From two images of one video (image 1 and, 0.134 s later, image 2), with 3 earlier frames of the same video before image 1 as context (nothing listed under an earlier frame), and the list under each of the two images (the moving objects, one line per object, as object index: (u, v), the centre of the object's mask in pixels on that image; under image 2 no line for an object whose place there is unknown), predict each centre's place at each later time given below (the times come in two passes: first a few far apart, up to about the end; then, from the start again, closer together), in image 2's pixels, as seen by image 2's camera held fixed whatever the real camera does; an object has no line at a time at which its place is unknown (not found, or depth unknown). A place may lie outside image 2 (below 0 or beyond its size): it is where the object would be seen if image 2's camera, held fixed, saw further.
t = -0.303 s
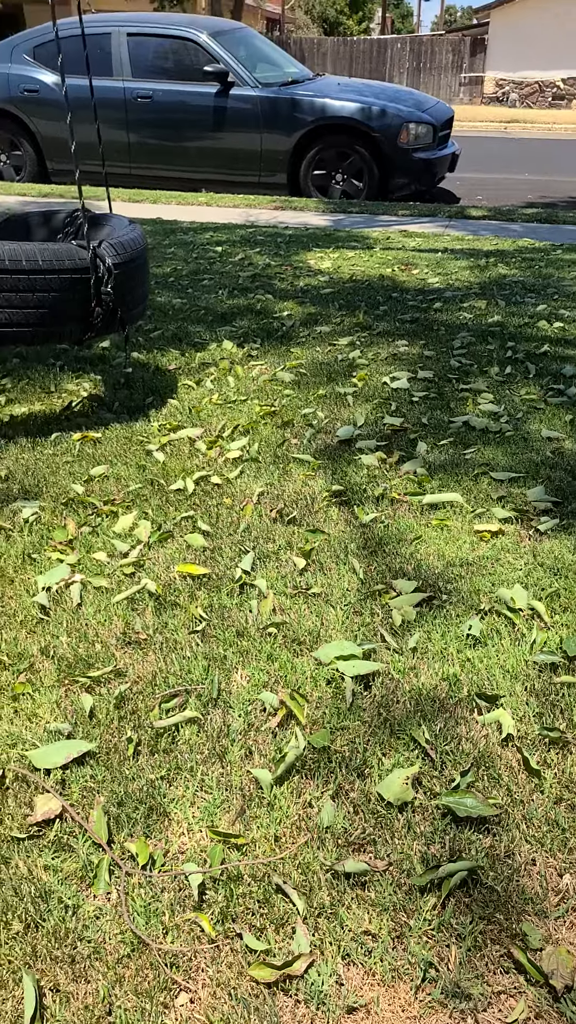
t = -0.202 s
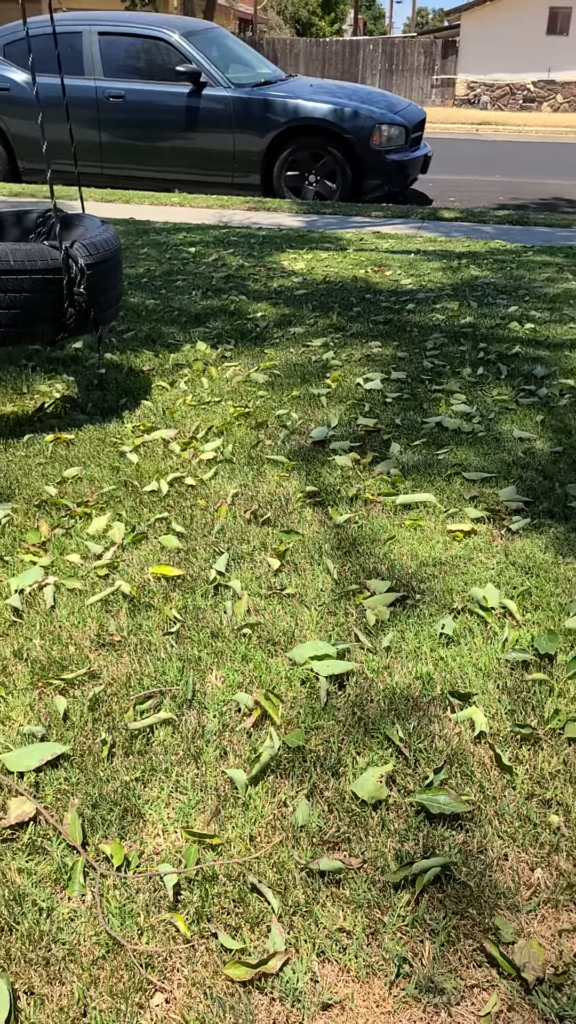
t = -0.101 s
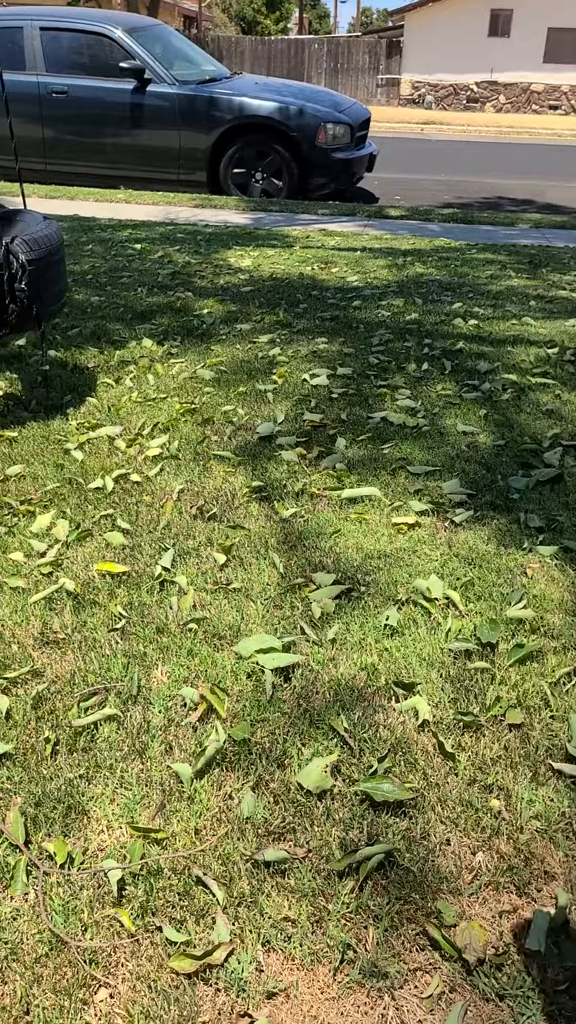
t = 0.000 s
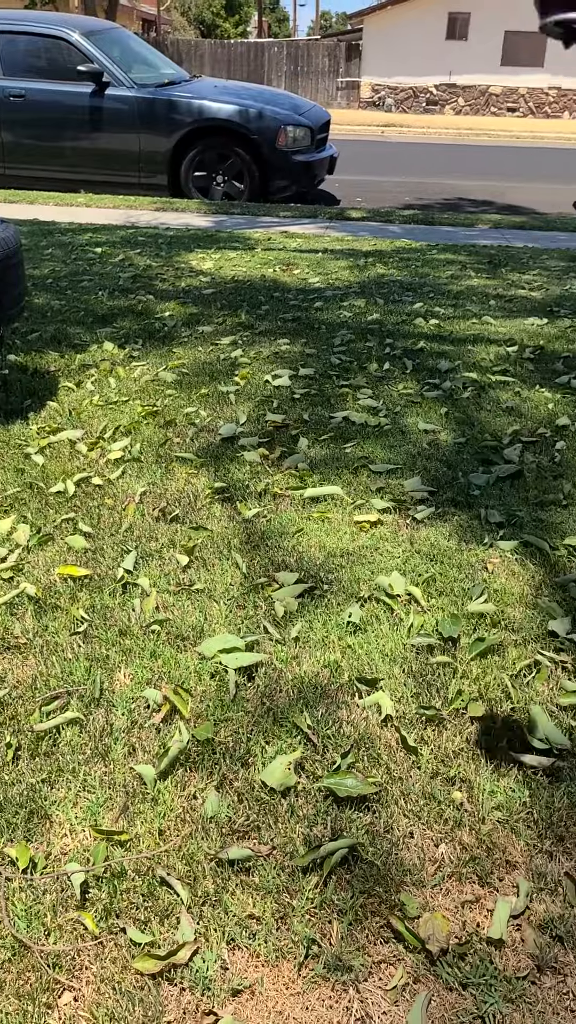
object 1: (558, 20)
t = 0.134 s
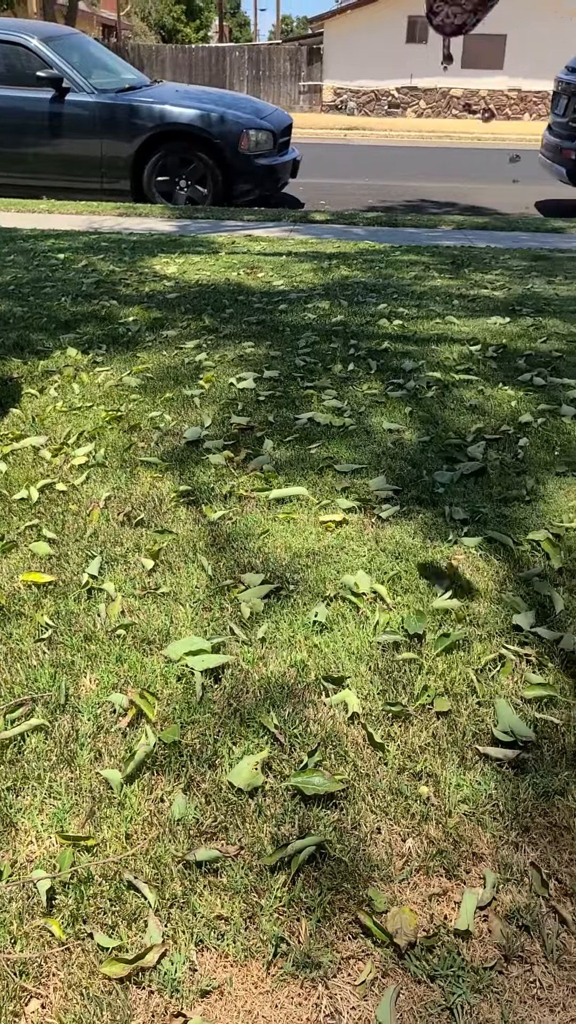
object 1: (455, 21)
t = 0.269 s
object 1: (422, 149)
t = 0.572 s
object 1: (422, 400)
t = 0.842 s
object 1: (478, 408)
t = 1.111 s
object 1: (488, 416)
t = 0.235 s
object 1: (434, 105)
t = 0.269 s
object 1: (422, 149)
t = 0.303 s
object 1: (415, 190)
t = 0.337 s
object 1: (409, 234)
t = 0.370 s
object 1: (405, 278)
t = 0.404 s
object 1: (401, 321)
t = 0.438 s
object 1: (397, 366)
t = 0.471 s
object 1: (395, 410)
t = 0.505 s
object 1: (404, 416)
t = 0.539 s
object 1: (410, 408)
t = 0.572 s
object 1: (422, 400)
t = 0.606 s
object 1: (431, 398)
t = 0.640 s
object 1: (443, 400)
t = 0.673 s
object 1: (445, 401)
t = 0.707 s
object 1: (450, 403)
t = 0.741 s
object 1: (459, 401)
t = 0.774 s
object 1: (468, 402)
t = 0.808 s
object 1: (474, 405)
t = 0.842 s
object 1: (478, 408)
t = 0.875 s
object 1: (482, 412)
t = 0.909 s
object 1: (485, 415)
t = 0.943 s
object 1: (487, 416)
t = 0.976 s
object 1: (488, 416)
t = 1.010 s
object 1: (488, 416)
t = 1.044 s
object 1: (488, 416)
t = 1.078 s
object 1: (488, 416)
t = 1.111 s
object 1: (488, 416)
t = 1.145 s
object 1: (488, 416)
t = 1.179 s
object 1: (488, 416)
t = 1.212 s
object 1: (487, 416)
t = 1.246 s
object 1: (488, 417)
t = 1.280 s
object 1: (487, 417)
